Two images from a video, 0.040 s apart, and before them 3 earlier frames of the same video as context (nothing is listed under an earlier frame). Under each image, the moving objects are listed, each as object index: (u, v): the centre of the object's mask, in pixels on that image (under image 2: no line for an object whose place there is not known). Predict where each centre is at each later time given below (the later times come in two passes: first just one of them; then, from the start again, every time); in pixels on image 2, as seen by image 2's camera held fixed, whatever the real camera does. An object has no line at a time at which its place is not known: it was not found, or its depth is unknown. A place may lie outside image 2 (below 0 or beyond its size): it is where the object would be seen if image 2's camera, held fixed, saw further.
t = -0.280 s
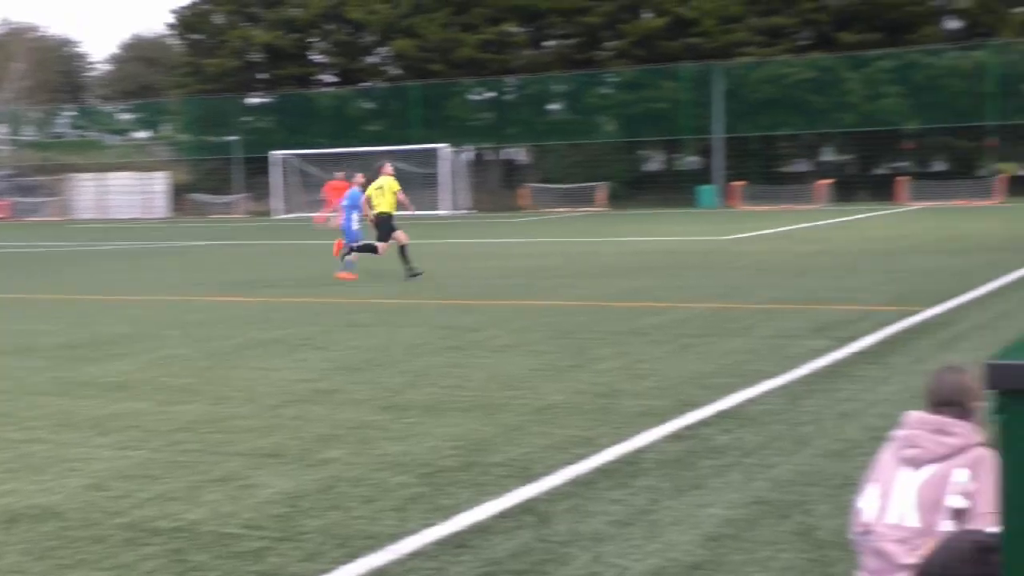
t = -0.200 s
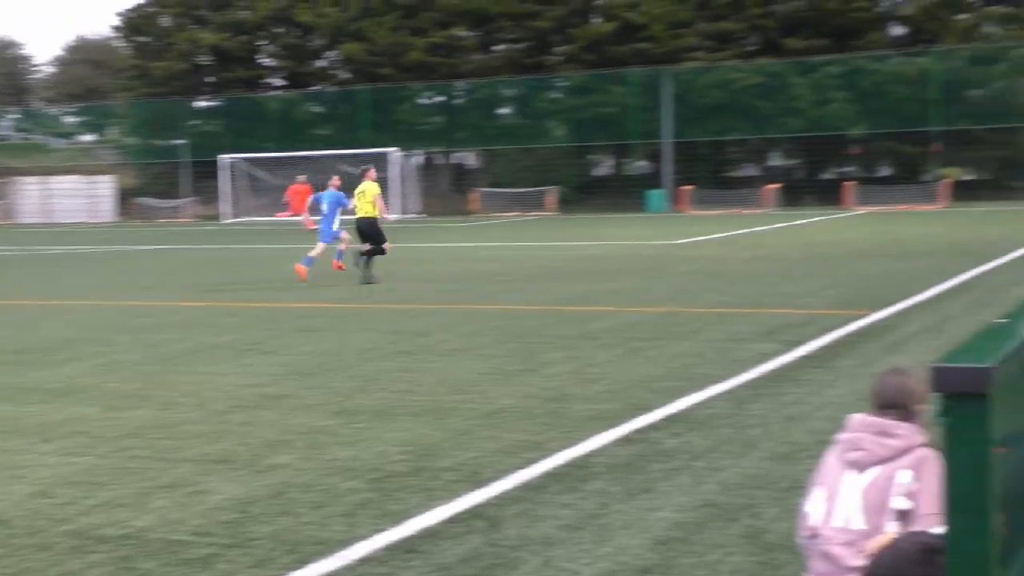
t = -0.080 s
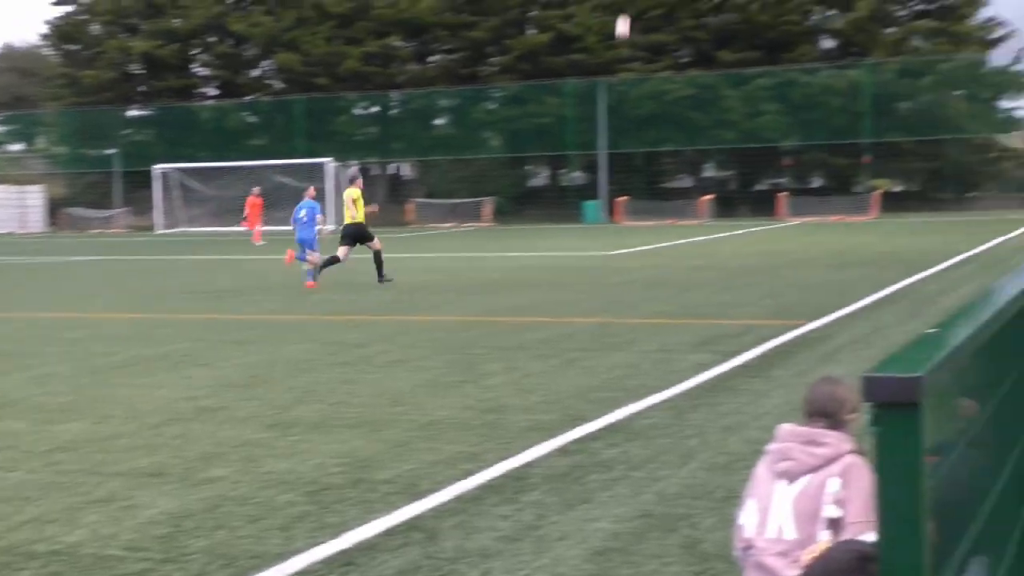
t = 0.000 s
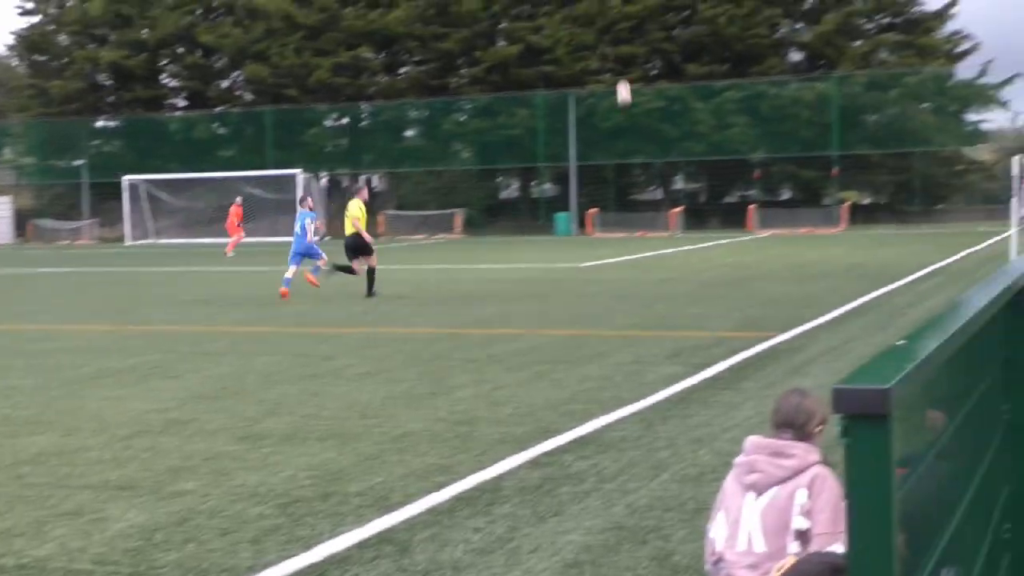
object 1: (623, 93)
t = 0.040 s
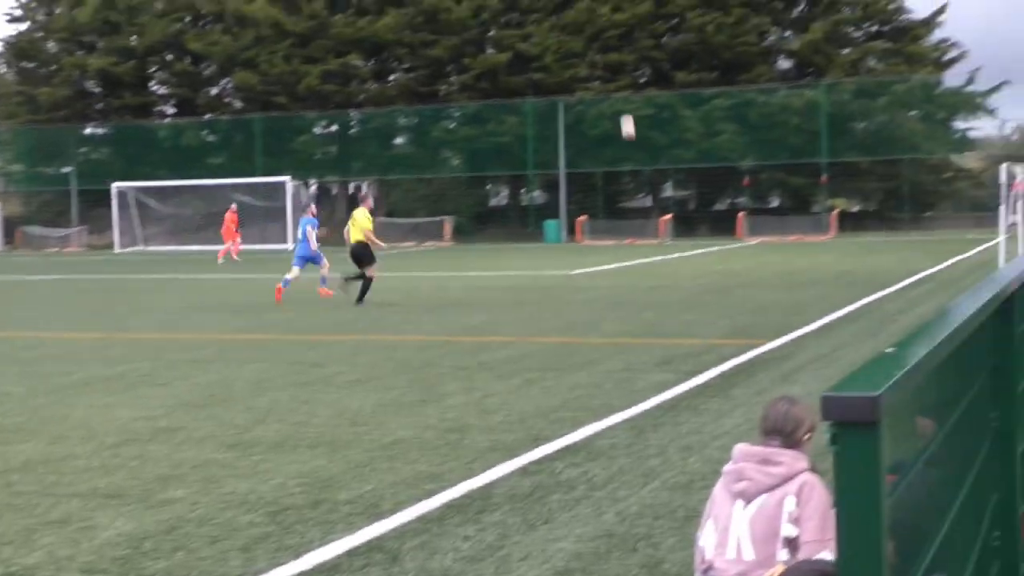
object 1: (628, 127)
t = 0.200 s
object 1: (682, 228)
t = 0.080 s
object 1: (642, 152)
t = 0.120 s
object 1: (656, 178)
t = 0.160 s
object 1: (669, 202)
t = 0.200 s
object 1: (682, 228)
